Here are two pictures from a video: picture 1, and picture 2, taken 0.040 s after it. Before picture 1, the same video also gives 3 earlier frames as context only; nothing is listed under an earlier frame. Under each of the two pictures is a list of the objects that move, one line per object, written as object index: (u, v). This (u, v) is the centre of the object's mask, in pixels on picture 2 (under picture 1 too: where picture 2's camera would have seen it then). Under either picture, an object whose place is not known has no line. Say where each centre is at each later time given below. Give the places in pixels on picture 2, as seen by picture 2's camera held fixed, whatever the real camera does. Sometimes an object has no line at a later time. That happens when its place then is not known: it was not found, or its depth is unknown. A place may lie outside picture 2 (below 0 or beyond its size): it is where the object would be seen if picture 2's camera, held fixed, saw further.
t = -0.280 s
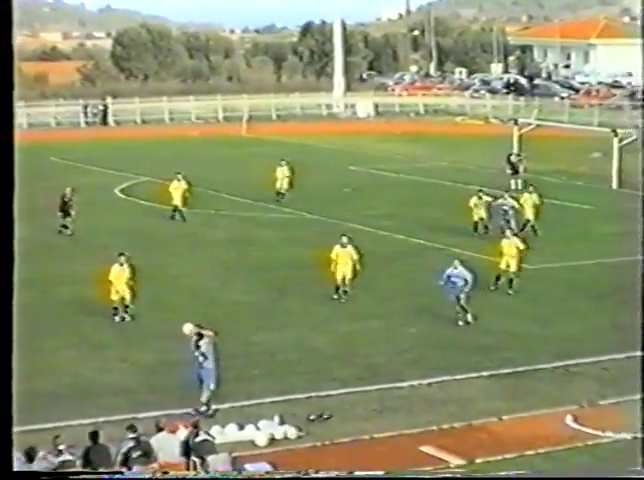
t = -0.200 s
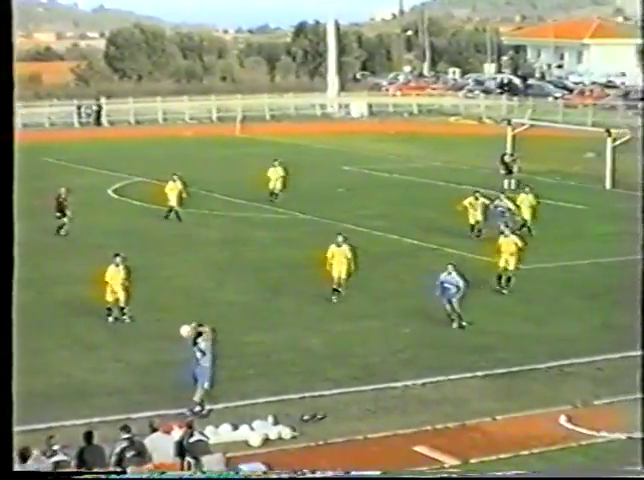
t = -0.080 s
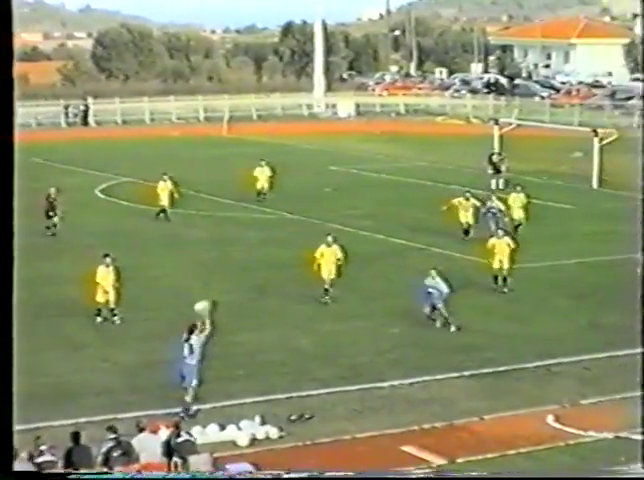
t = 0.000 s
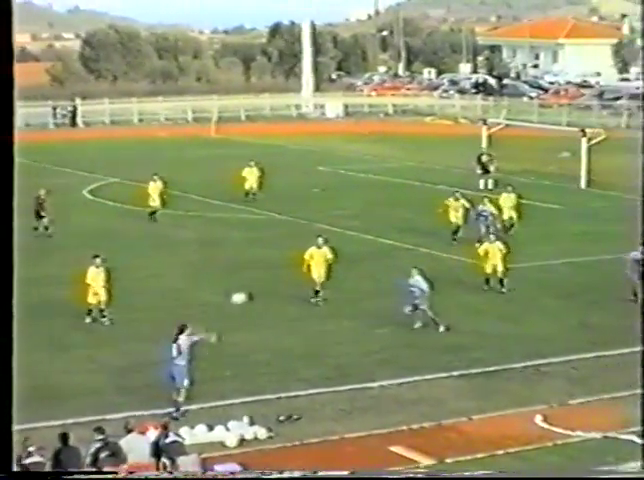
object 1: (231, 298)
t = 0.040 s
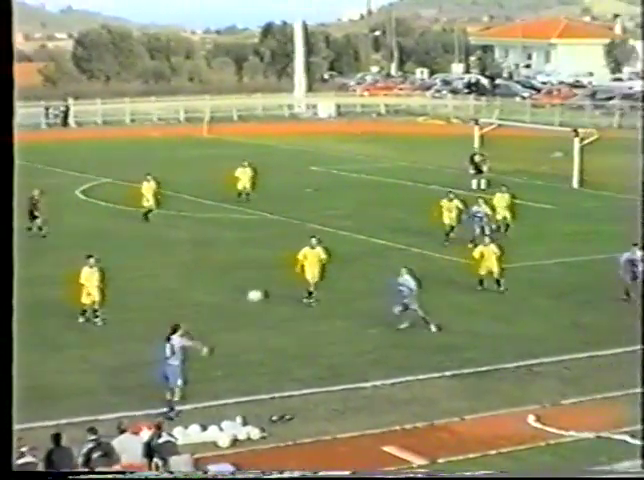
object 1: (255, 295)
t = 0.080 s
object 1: (278, 294)
